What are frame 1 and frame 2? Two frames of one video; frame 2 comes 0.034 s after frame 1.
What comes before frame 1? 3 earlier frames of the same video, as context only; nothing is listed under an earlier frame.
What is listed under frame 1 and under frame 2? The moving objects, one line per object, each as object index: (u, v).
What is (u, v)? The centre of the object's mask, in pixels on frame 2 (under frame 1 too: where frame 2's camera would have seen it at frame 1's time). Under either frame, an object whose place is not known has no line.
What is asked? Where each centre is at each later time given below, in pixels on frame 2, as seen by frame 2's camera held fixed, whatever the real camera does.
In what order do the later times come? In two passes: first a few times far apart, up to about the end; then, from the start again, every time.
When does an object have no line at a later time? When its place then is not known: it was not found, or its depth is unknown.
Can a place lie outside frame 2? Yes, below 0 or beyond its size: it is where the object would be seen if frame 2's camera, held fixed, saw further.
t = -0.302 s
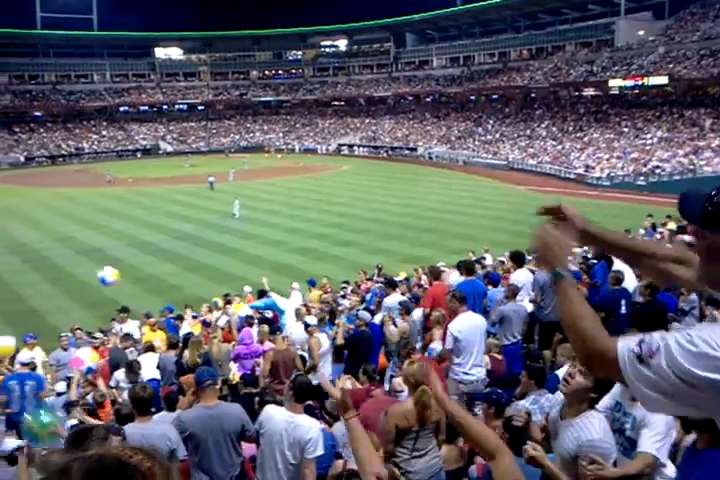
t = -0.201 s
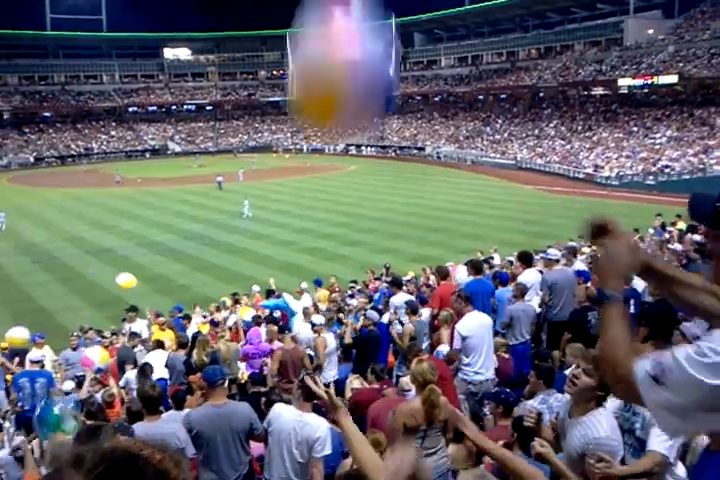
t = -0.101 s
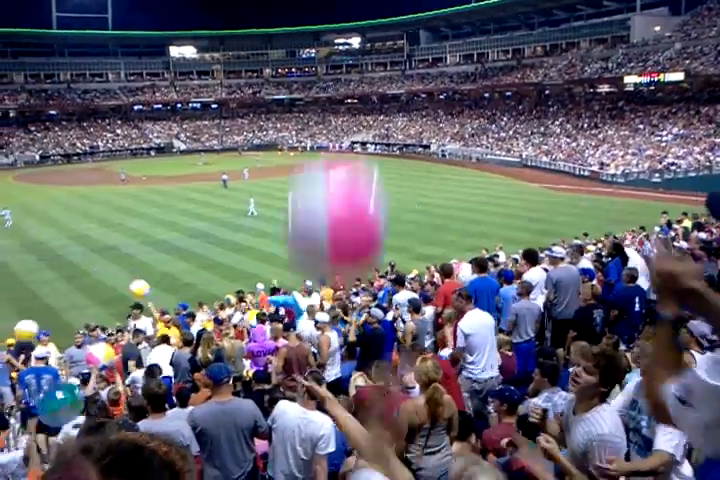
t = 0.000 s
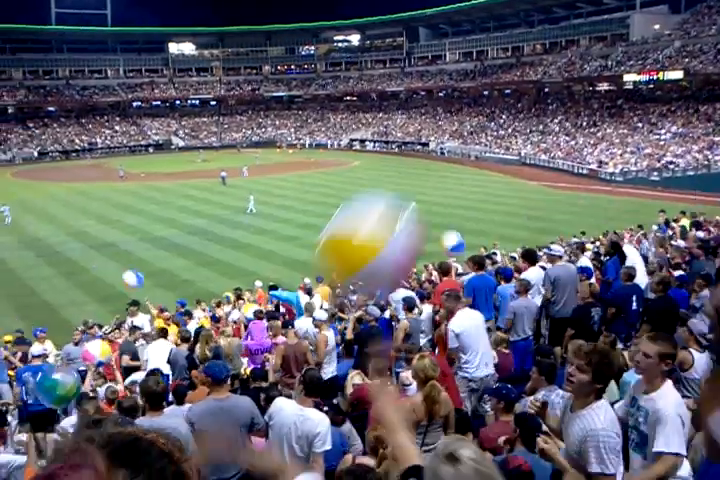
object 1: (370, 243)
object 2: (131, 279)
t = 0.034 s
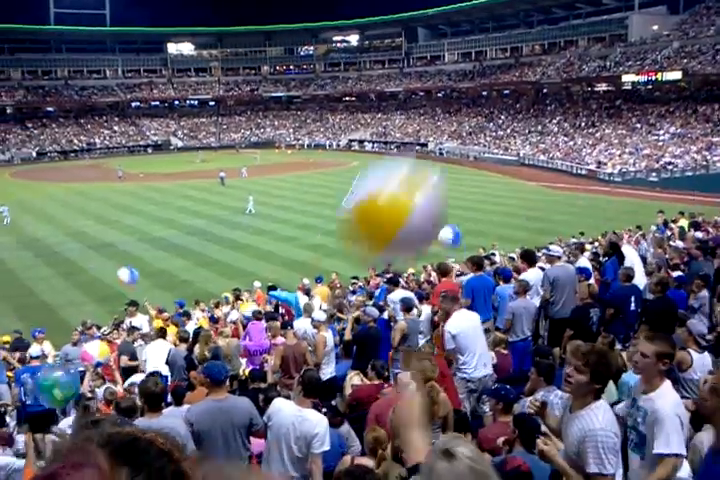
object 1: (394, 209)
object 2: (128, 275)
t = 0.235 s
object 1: (521, 37)
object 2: (107, 257)
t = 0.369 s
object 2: (92, 252)
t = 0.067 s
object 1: (416, 175)
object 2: (125, 271)
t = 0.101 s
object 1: (440, 141)
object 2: (121, 267)
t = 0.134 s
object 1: (466, 109)
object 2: (117, 264)
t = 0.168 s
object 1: (488, 80)
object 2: (114, 261)
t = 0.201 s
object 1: (506, 56)
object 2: (110, 259)
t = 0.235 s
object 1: (521, 37)
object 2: (107, 257)
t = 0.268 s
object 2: (103, 255)
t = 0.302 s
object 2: (99, 253)
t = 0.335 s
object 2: (96, 252)
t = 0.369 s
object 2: (92, 252)
